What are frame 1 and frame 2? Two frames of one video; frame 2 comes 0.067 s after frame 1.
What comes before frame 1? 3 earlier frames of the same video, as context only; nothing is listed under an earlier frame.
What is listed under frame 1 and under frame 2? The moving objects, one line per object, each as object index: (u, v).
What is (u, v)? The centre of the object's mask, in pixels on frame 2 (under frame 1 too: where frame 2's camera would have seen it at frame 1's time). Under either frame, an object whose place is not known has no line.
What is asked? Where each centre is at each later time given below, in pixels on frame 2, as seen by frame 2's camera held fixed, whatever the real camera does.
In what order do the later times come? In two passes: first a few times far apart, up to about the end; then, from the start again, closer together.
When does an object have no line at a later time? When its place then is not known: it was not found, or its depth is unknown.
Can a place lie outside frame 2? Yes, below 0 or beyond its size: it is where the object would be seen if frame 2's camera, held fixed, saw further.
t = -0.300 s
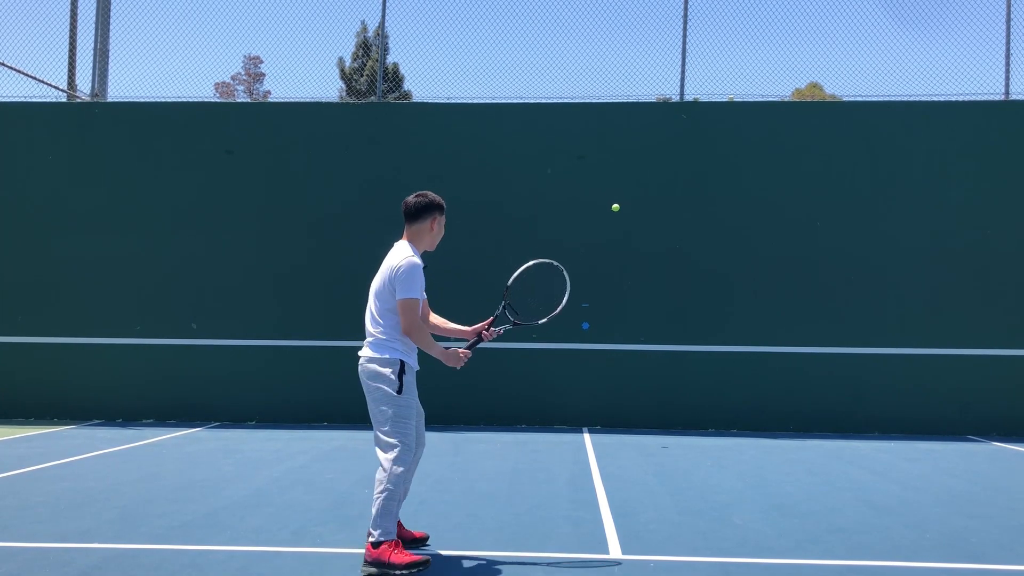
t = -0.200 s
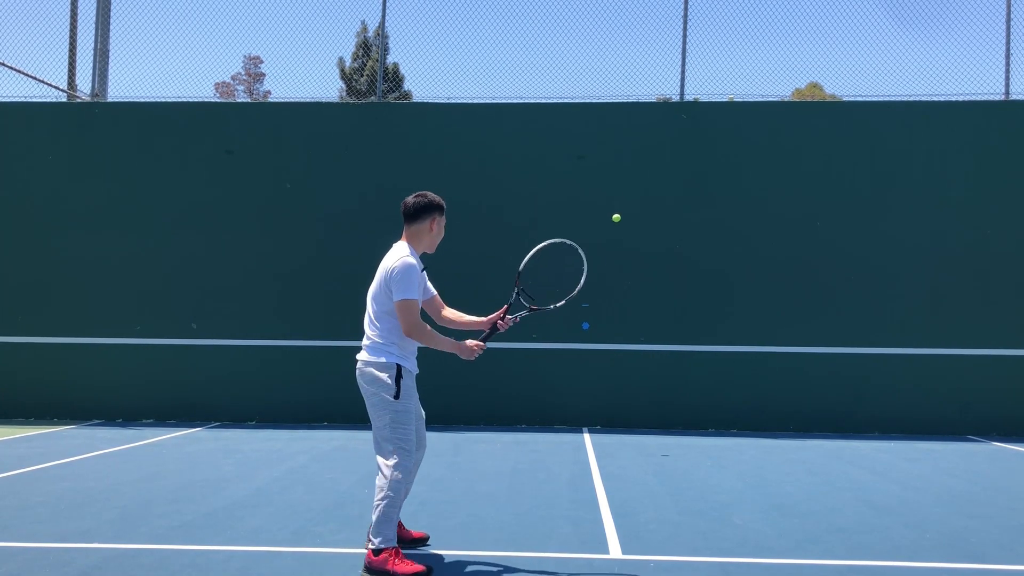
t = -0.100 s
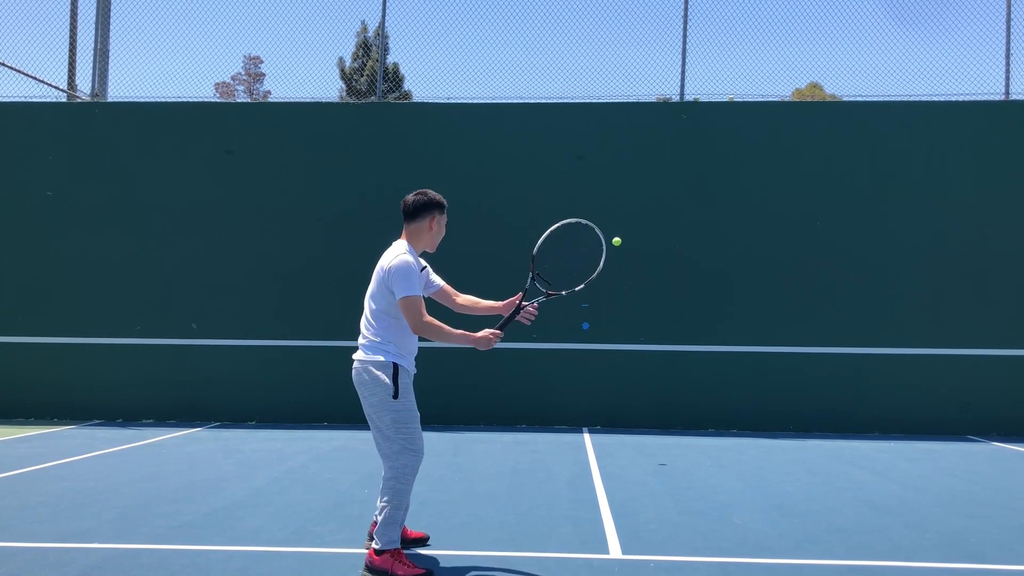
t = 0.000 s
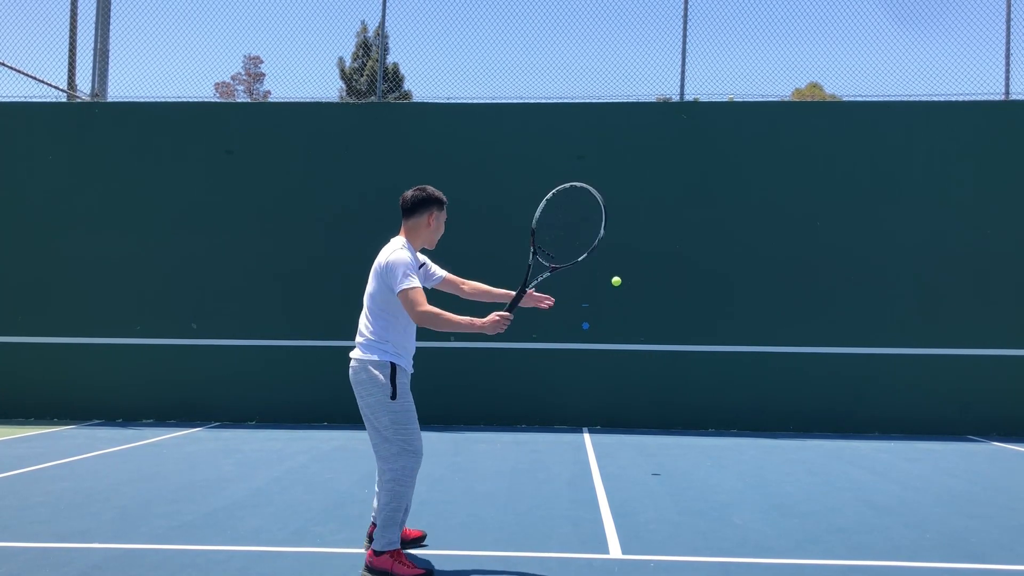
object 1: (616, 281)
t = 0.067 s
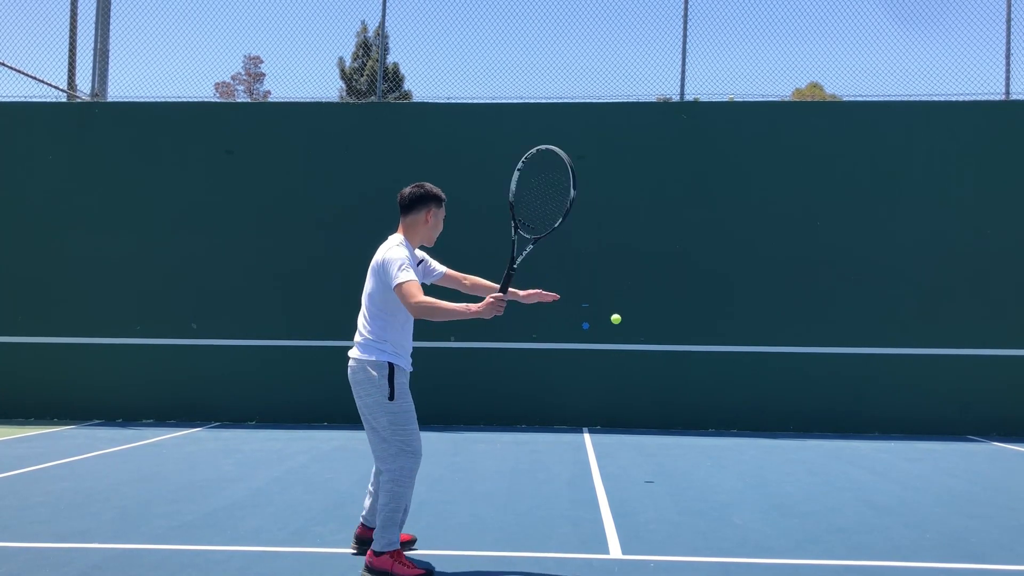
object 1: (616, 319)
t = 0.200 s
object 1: (613, 429)
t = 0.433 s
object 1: (604, 374)
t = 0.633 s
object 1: (590, 271)
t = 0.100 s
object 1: (615, 342)
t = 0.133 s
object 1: (614, 368)
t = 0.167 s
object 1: (614, 397)
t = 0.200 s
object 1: (613, 429)
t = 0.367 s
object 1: (607, 420)
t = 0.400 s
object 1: (606, 397)
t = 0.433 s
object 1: (604, 374)
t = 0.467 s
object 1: (602, 353)
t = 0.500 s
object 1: (600, 333)
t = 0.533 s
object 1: (598, 315)
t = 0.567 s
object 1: (596, 299)
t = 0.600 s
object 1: (593, 284)
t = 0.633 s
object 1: (590, 271)
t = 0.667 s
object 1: (587, 260)
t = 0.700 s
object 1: (584, 251)
